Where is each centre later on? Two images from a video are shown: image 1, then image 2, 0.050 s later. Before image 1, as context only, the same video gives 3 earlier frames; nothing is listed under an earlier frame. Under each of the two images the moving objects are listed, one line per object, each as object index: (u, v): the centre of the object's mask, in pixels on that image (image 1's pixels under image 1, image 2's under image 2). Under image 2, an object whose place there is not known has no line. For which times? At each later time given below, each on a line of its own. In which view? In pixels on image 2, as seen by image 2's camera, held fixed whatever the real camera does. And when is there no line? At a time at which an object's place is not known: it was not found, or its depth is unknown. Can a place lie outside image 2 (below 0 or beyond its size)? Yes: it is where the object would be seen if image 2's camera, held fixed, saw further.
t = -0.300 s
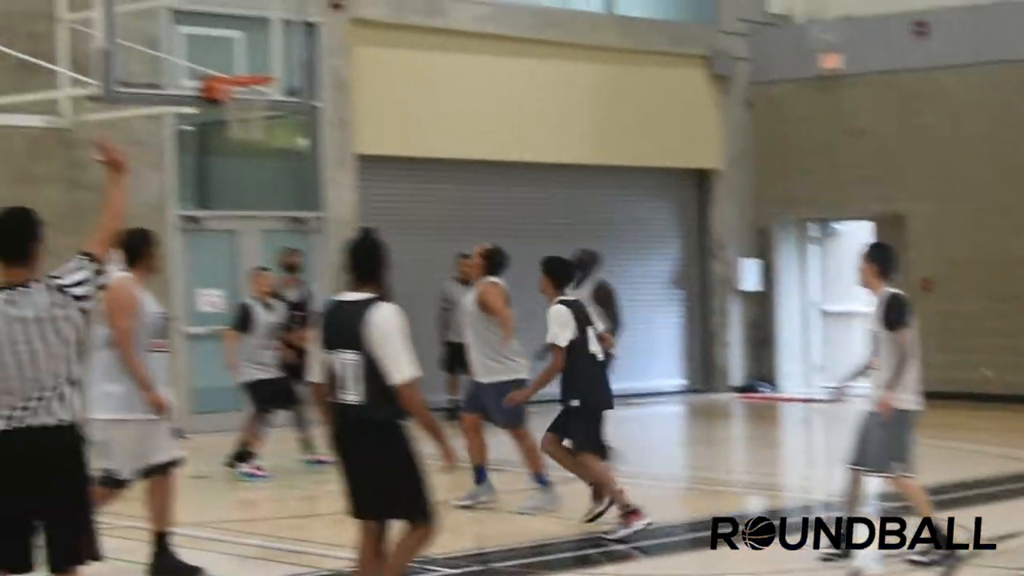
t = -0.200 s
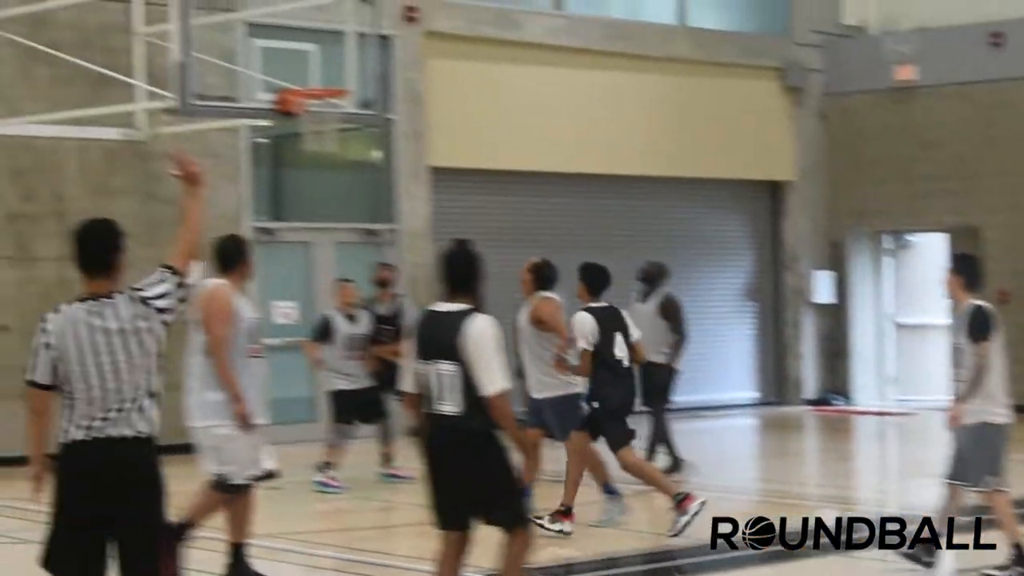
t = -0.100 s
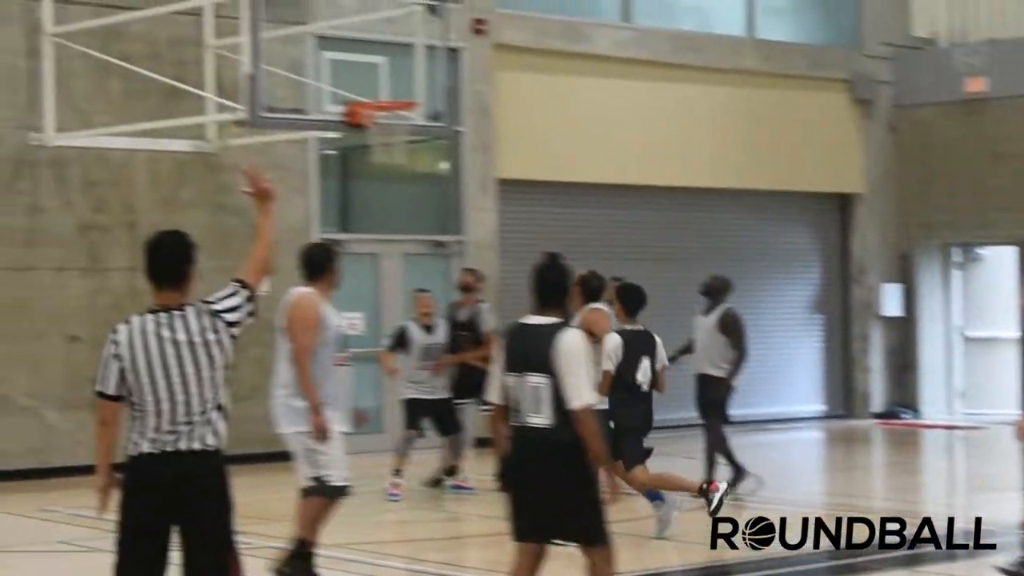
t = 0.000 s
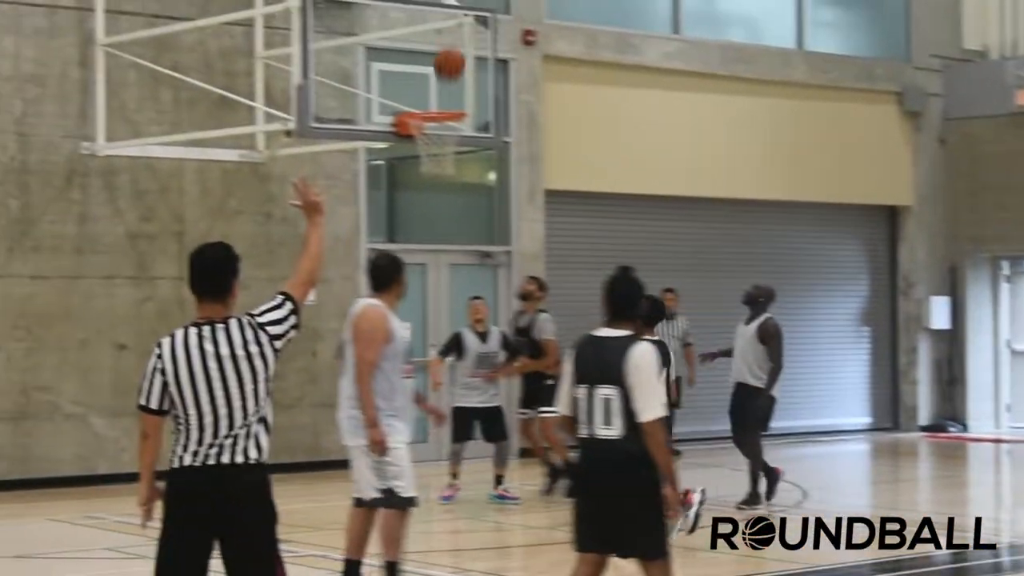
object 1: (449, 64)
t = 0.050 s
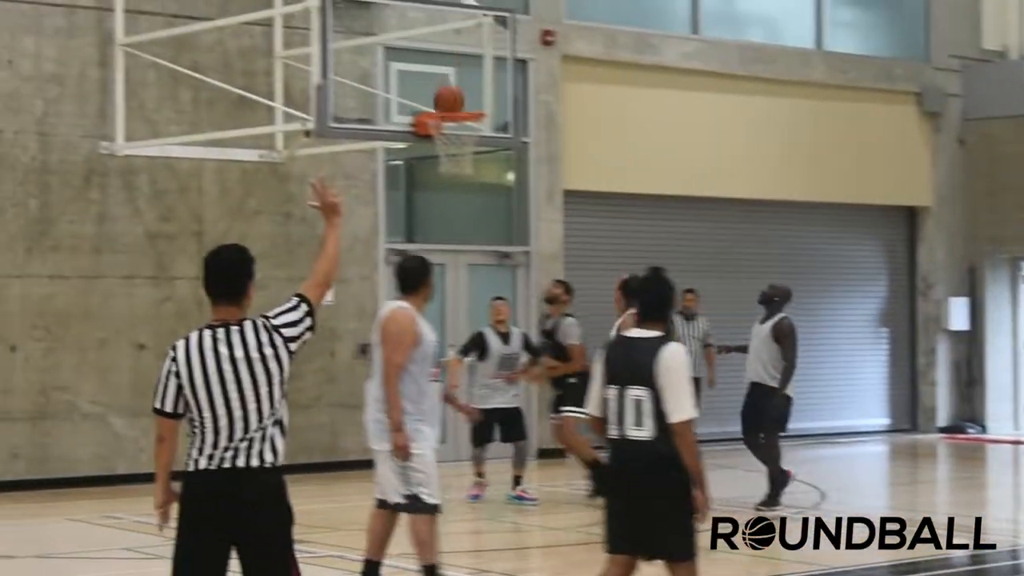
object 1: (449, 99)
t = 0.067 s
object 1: (445, 104)
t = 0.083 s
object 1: (443, 106)
